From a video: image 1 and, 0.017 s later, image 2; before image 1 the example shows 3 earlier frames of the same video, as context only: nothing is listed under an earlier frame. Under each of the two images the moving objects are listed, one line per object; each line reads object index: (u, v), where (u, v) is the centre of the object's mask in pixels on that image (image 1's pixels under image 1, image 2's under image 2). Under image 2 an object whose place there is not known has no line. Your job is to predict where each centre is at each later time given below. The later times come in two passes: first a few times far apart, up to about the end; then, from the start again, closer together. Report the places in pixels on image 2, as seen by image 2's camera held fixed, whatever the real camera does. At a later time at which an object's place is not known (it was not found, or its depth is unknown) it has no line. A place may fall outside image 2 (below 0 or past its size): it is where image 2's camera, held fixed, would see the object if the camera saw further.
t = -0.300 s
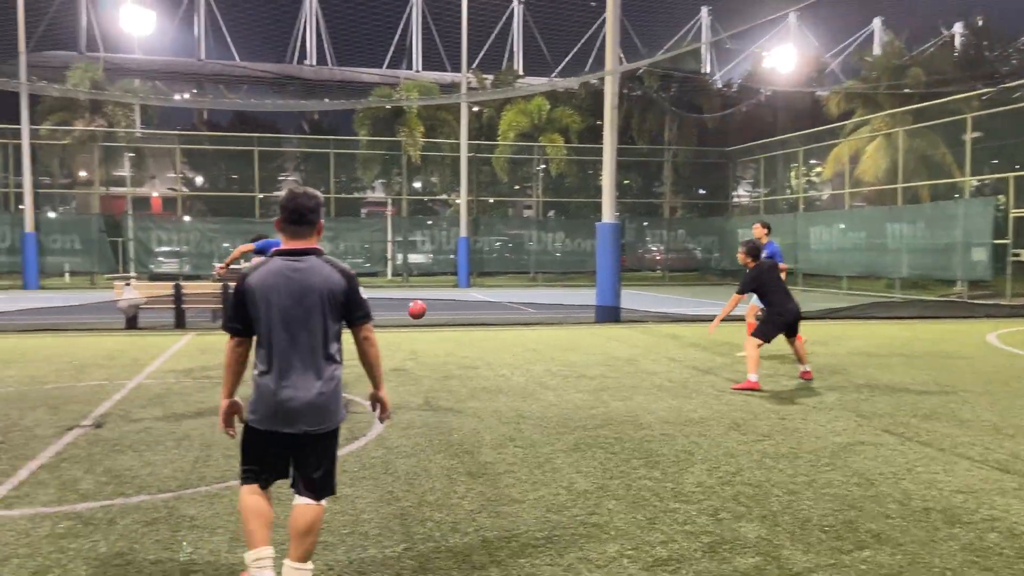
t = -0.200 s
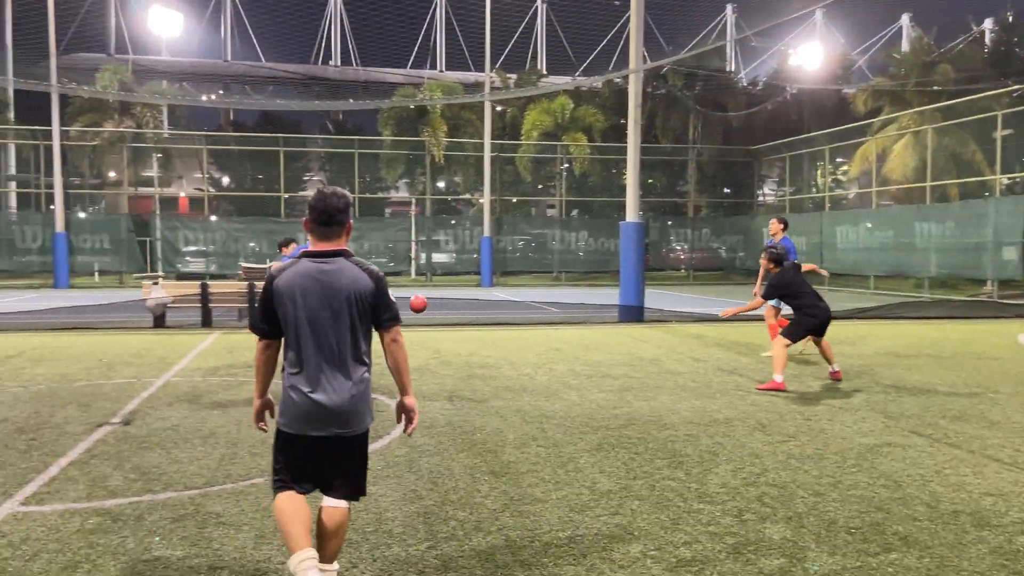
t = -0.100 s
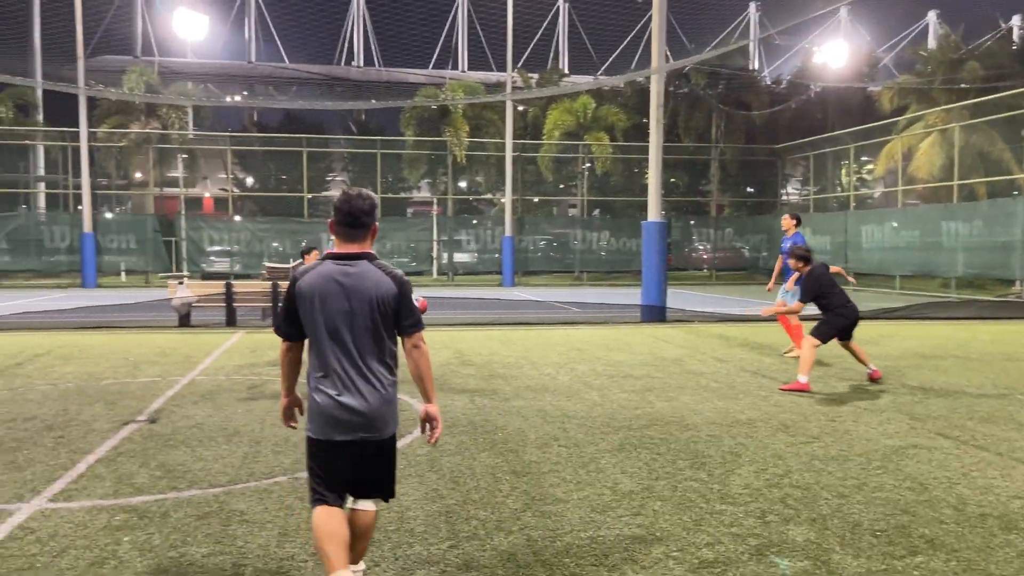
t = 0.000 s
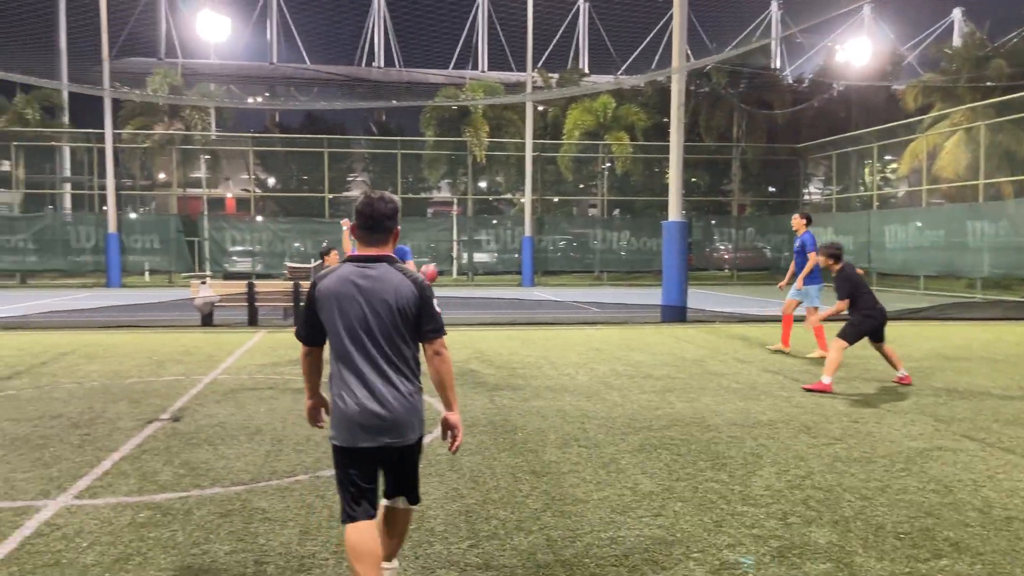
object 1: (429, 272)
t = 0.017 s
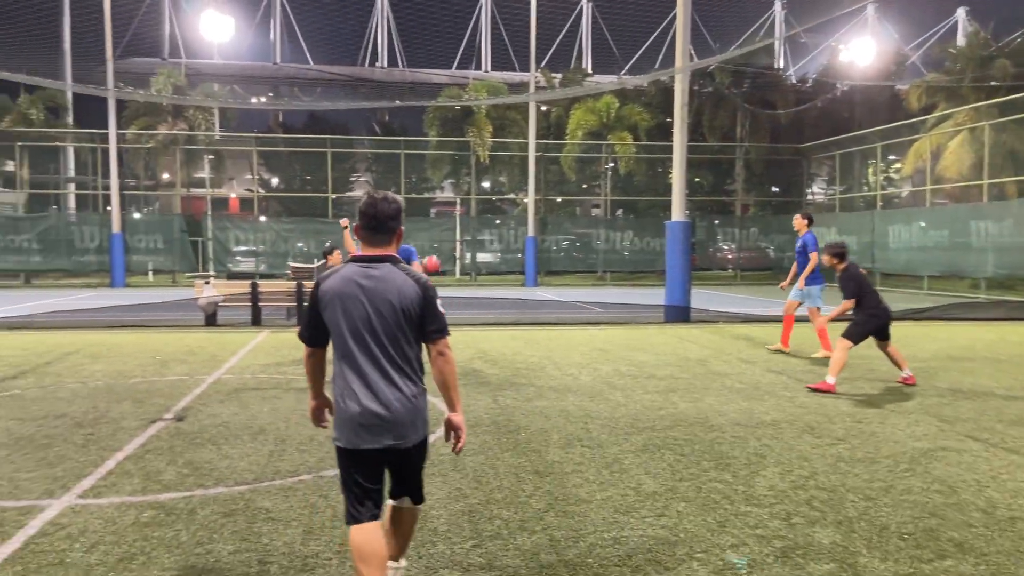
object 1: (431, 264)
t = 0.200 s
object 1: (423, 183)
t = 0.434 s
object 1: (411, 115)
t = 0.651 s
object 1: (398, 93)
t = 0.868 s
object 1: (385, 117)
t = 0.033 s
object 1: (431, 256)
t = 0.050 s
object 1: (430, 248)
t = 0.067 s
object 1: (429, 240)
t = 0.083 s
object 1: (428, 232)
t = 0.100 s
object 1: (427, 225)
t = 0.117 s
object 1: (426, 218)
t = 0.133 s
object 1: (425, 210)
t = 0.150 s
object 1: (424, 204)
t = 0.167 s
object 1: (424, 196)
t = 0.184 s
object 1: (423, 190)
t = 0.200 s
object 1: (423, 183)
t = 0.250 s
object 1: (420, 166)
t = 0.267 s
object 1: (420, 160)
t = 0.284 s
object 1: (419, 154)
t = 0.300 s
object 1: (418, 149)
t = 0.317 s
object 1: (417, 144)
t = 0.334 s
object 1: (416, 140)
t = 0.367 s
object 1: (414, 131)
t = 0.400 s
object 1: (412, 123)
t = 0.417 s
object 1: (412, 119)
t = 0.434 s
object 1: (411, 115)
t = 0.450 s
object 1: (410, 112)
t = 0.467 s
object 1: (409, 109)
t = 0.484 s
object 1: (408, 106)
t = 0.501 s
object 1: (407, 103)
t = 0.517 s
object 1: (406, 101)
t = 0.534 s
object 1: (405, 99)
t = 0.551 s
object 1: (404, 97)
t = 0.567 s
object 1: (403, 96)
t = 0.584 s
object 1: (402, 95)
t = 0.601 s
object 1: (401, 94)
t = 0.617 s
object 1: (400, 94)
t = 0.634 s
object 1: (399, 94)
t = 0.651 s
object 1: (398, 93)
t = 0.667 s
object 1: (397, 94)
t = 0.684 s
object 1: (396, 94)
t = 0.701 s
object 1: (395, 95)
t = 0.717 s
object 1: (394, 95)
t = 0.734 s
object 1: (393, 96)
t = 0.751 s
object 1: (392, 97)
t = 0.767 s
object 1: (391, 99)
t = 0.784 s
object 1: (390, 102)
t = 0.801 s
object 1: (389, 104)
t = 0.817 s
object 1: (388, 107)
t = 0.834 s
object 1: (387, 110)
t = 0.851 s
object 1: (386, 113)
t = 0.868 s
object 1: (385, 117)
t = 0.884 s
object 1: (384, 121)
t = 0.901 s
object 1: (383, 126)
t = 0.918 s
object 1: (382, 130)
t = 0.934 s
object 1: (381, 135)
